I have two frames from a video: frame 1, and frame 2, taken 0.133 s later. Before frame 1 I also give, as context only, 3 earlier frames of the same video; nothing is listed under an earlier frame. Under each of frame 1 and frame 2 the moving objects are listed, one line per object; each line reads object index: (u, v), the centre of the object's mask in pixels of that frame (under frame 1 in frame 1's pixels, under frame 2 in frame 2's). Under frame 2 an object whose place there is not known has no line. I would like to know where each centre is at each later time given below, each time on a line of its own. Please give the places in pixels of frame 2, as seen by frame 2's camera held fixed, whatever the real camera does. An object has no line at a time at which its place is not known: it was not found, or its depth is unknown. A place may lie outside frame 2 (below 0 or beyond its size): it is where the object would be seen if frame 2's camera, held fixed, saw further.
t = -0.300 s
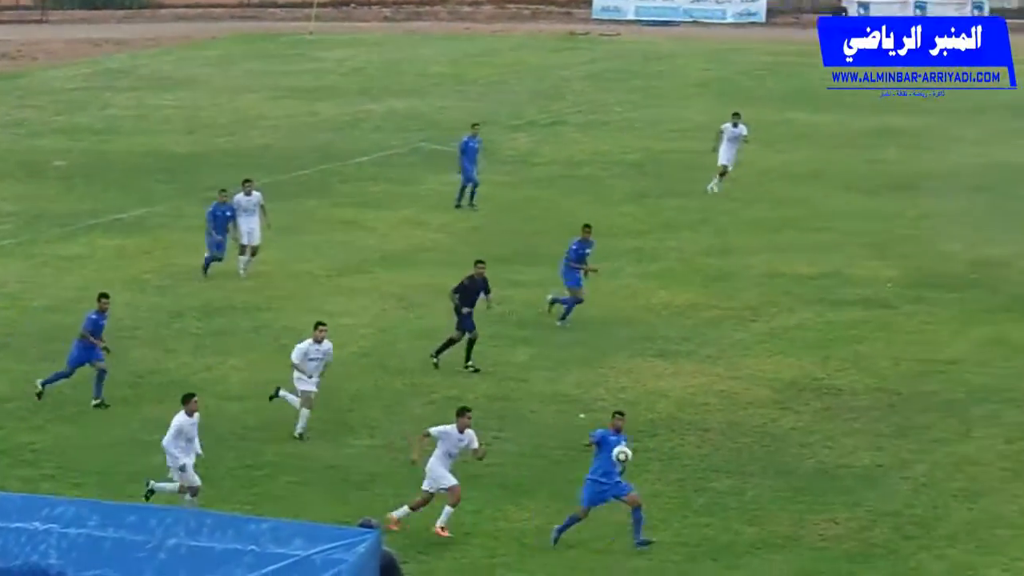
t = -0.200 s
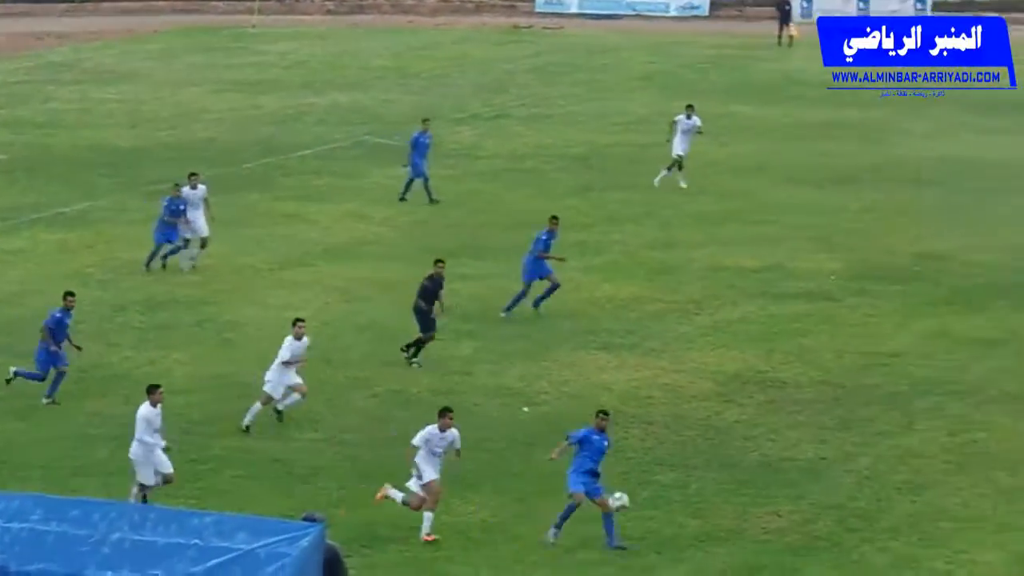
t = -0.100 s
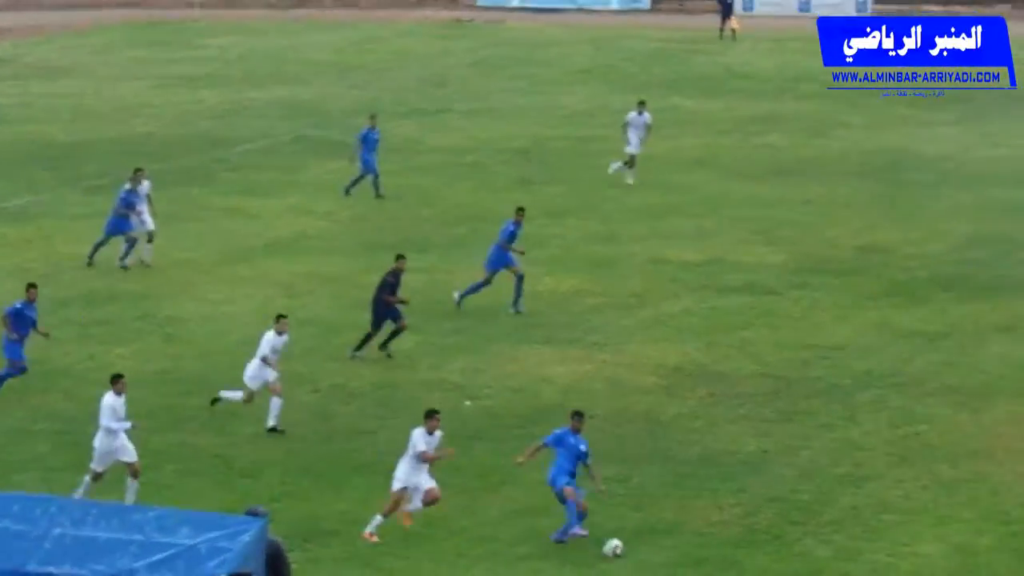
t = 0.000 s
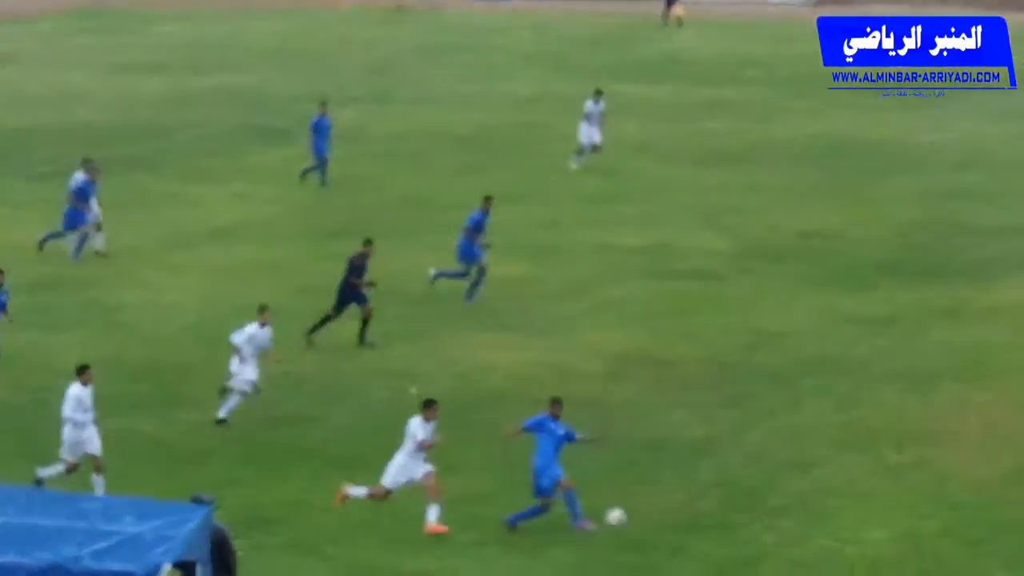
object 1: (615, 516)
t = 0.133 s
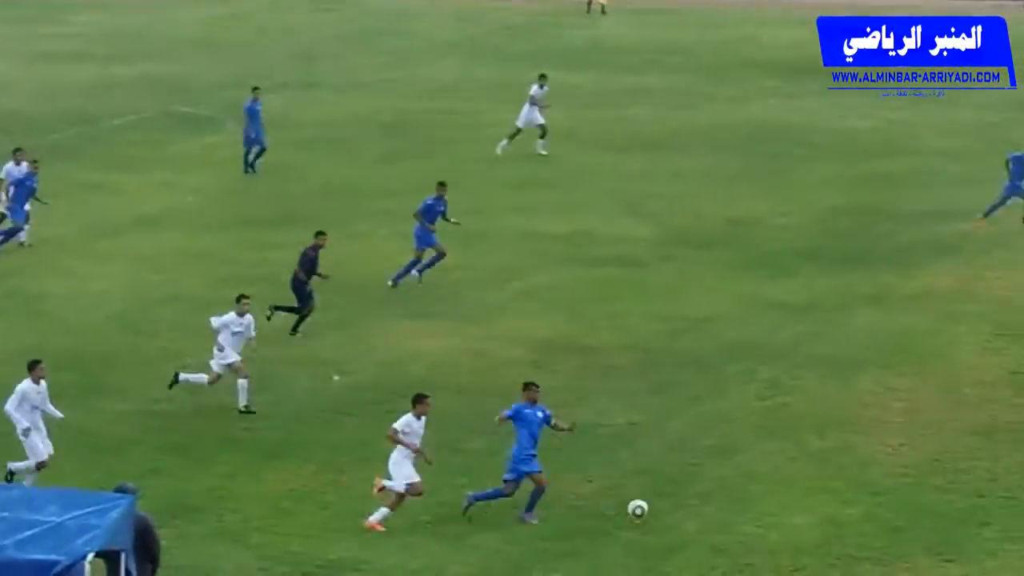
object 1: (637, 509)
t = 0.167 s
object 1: (663, 512)
